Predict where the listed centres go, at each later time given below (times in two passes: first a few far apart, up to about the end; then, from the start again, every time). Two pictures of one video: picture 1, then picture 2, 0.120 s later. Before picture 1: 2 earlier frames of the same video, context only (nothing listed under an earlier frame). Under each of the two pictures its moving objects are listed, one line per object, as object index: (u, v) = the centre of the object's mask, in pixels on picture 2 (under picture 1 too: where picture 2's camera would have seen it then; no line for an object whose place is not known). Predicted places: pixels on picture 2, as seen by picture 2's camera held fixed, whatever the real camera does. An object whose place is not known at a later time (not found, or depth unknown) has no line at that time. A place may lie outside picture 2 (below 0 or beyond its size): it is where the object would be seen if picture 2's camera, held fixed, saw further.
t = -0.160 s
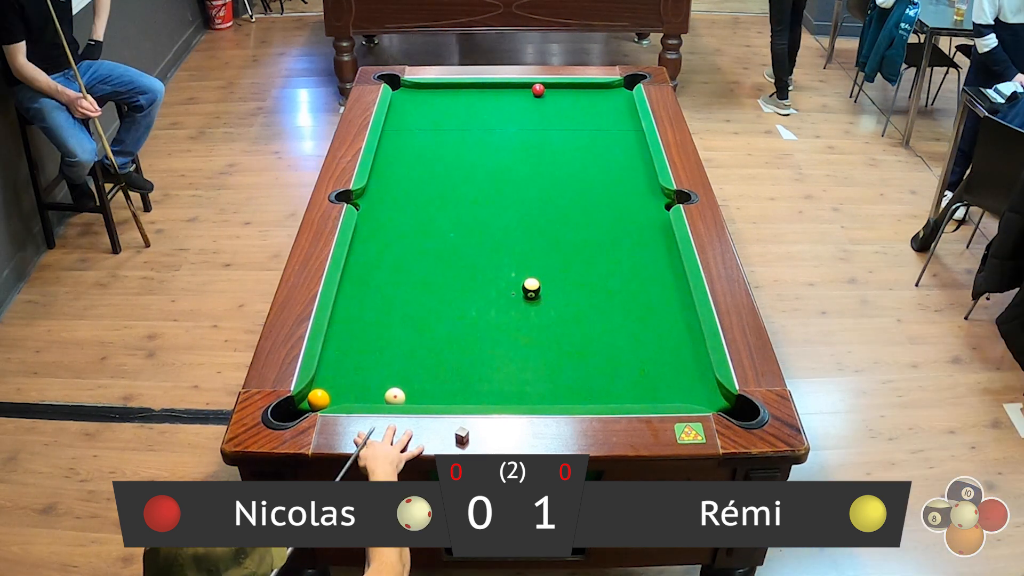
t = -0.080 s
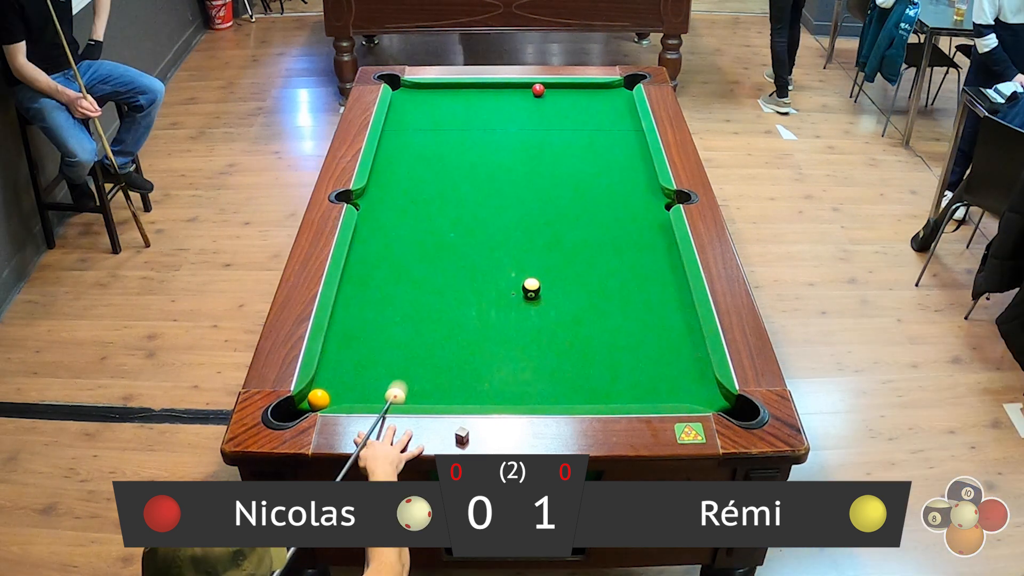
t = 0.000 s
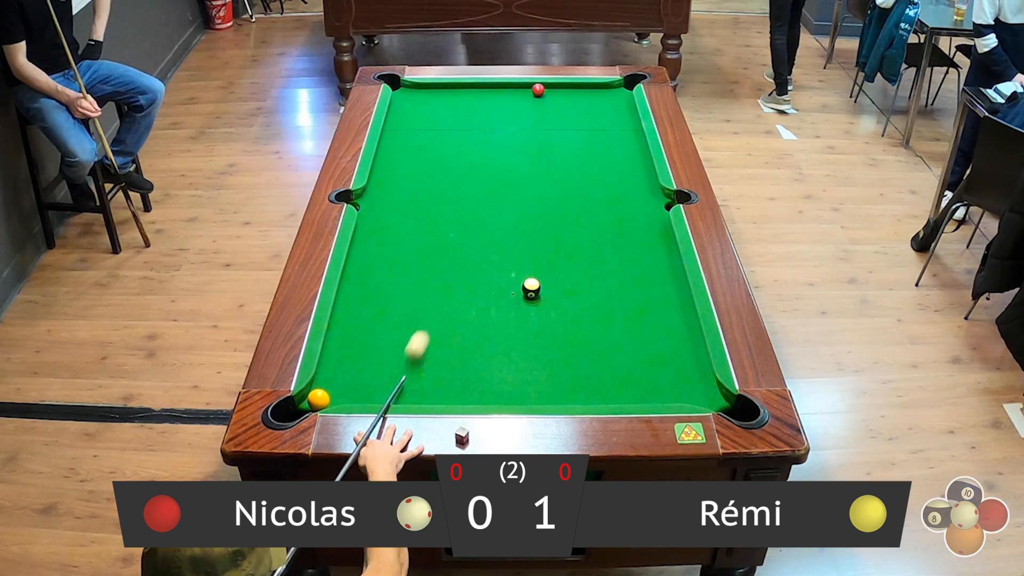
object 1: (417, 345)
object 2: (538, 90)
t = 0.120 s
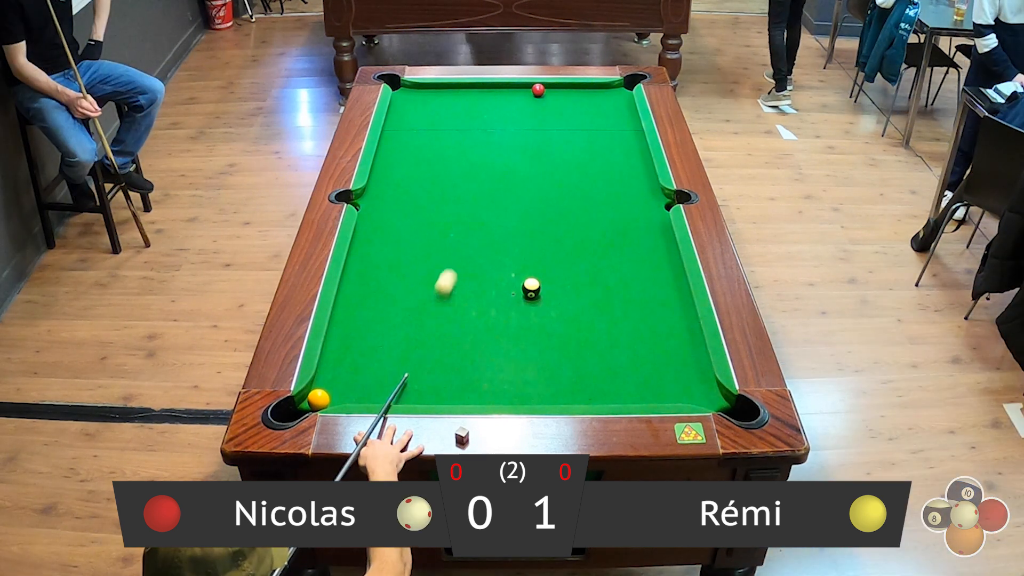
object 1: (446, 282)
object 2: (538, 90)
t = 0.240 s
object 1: (470, 230)
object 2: (538, 90)
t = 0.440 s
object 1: (502, 160)
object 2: (538, 90)
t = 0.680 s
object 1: (530, 97)
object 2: (539, 89)
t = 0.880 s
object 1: (506, 86)
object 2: (563, 100)
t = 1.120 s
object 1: (485, 98)
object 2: (592, 123)
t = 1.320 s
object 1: (467, 108)
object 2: (617, 144)
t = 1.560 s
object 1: (447, 120)
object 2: (648, 172)
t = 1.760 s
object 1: (430, 130)
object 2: (641, 191)
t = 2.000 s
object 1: (410, 142)
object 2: (631, 216)
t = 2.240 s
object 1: (390, 154)
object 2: (620, 242)
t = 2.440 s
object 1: (381, 163)
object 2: (610, 265)
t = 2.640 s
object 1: (387, 169)
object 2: (599, 289)
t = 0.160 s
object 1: (454, 264)
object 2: (538, 90)
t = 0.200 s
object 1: (462, 246)
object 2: (538, 90)
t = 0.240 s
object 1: (470, 230)
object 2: (538, 90)
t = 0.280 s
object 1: (477, 214)
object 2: (538, 90)
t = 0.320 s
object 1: (484, 199)
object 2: (538, 90)
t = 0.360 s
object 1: (490, 186)
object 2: (538, 90)
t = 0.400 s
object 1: (496, 172)
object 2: (538, 90)
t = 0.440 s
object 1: (502, 160)
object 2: (538, 90)
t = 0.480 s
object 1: (507, 148)
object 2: (538, 90)
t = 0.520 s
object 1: (512, 137)
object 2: (538, 90)
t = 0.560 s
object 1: (517, 126)
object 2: (538, 90)
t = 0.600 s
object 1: (522, 116)
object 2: (538, 90)
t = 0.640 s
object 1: (526, 106)
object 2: (538, 90)
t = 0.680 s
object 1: (530, 97)
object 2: (539, 89)
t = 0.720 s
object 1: (527, 94)
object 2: (544, 86)
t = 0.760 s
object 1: (520, 92)
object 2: (549, 88)
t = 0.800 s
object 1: (515, 90)
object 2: (554, 92)
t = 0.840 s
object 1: (510, 88)
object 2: (559, 96)
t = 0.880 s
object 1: (506, 86)
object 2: (563, 100)
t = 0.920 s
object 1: (502, 88)
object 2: (568, 104)
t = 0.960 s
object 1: (499, 90)
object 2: (573, 107)
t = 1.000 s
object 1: (495, 92)
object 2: (577, 111)
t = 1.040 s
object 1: (492, 94)
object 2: (582, 115)
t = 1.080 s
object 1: (488, 96)
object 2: (587, 119)
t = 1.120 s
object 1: (485, 98)
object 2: (592, 123)
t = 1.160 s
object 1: (481, 100)
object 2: (596, 127)
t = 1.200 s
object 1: (478, 102)
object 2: (602, 132)
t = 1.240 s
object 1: (474, 104)
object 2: (606, 136)
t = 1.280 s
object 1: (471, 106)
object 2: (611, 140)
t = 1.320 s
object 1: (467, 108)
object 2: (617, 144)
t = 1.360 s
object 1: (464, 110)
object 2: (622, 149)
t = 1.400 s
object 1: (461, 112)
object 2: (627, 153)
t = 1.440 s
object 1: (457, 114)
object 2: (632, 158)
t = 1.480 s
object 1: (454, 116)
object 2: (638, 162)
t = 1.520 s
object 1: (450, 118)
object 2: (643, 167)
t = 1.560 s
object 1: (447, 120)
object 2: (648, 172)
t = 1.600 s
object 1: (443, 122)
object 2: (647, 176)
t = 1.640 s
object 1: (440, 124)
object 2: (646, 180)
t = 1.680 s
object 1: (437, 126)
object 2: (644, 184)
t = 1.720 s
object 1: (433, 128)
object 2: (642, 187)
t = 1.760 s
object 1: (430, 130)
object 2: (641, 191)
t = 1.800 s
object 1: (426, 132)
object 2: (639, 196)
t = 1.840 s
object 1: (423, 134)
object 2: (637, 200)
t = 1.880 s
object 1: (420, 136)
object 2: (636, 204)
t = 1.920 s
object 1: (416, 138)
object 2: (634, 208)
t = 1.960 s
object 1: (413, 140)
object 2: (632, 212)
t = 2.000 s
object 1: (410, 142)
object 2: (631, 216)
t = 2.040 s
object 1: (406, 144)
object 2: (629, 220)
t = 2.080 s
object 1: (403, 146)
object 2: (627, 225)
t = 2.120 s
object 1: (400, 148)
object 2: (625, 229)
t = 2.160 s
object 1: (396, 150)
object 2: (623, 233)
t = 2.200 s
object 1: (393, 152)
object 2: (622, 238)
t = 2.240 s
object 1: (390, 154)
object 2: (620, 242)
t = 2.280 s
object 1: (387, 156)
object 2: (618, 247)
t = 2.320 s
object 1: (383, 158)
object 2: (616, 251)
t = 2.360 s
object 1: (380, 160)
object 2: (614, 256)
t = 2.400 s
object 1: (380, 161)
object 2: (612, 260)
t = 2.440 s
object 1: (381, 163)
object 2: (610, 265)
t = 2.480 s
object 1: (383, 164)
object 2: (608, 270)
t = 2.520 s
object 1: (384, 165)
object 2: (605, 275)
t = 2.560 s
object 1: (385, 166)
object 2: (603, 279)
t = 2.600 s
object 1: (386, 168)
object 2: (601, 284)
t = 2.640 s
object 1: (387, 169)
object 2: (599, 289)
